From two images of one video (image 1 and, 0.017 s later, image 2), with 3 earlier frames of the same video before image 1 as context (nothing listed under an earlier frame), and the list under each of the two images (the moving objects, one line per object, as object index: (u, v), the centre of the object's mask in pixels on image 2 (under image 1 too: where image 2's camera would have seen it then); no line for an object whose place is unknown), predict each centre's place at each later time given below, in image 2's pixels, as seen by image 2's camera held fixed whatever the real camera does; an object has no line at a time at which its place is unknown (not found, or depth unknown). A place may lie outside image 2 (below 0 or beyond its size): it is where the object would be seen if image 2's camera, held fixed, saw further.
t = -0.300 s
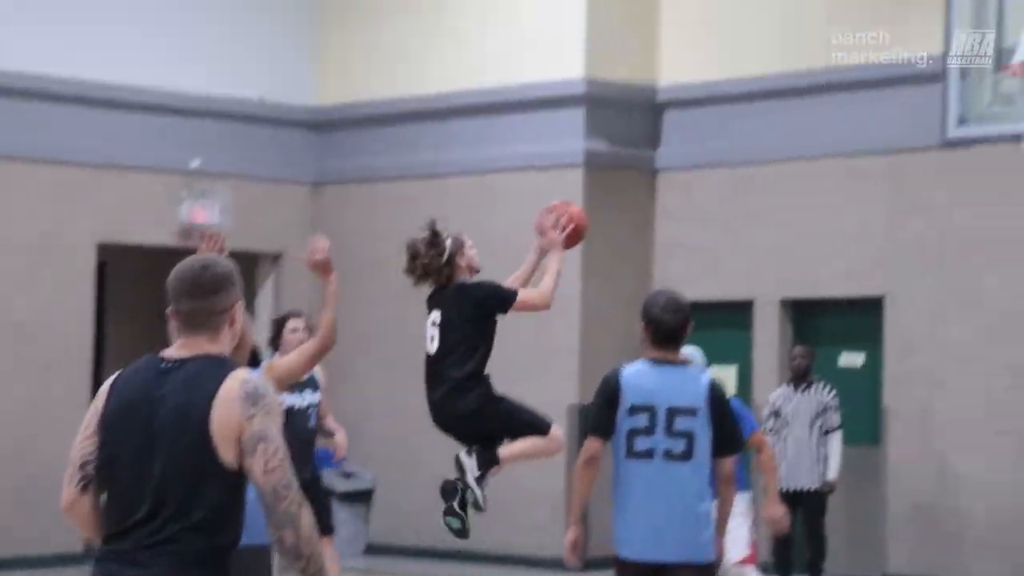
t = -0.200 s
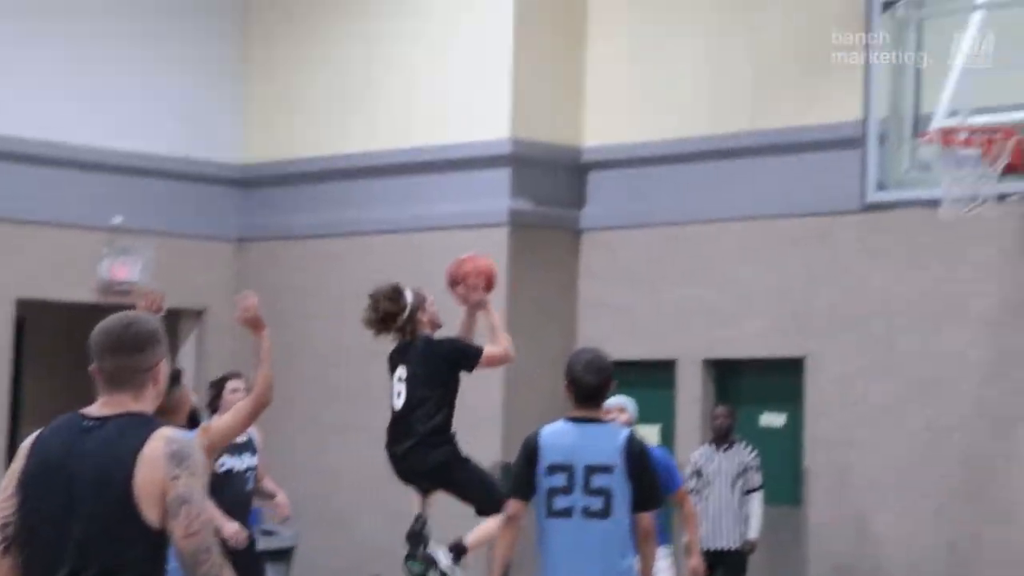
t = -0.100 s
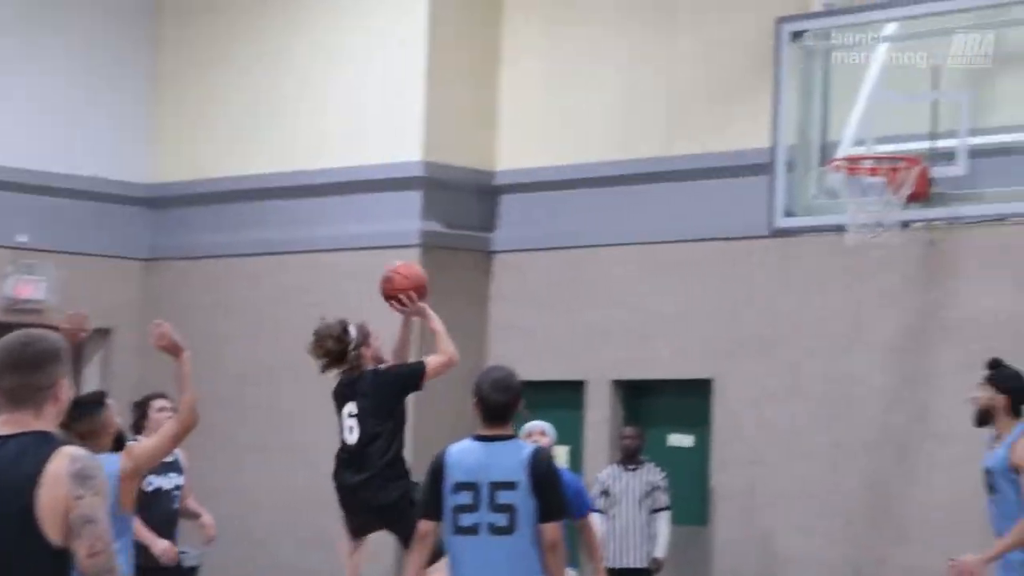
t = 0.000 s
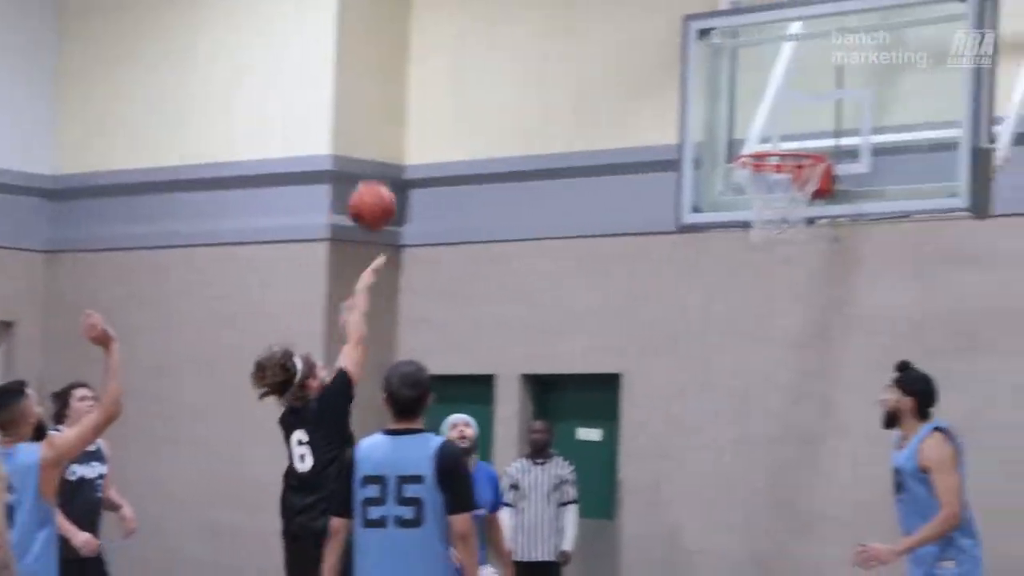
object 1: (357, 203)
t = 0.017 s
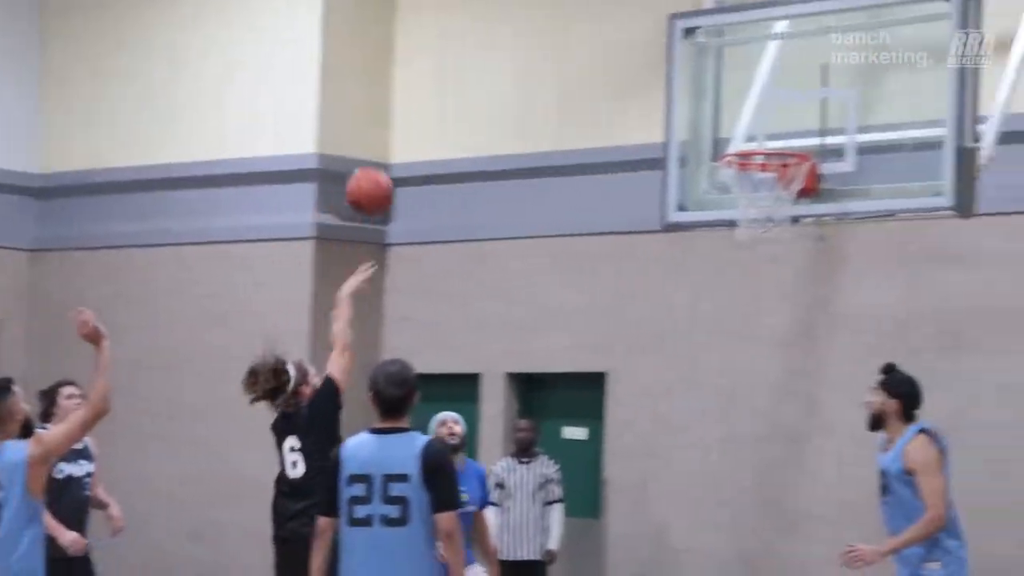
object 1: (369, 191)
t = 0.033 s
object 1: (381, 179)
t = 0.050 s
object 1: (393, 167)
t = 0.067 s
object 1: (406, 157)
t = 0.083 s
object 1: (417, 146)
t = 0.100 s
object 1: (429, 135)
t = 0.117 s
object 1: (440, 126)
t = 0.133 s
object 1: (452, 117)
